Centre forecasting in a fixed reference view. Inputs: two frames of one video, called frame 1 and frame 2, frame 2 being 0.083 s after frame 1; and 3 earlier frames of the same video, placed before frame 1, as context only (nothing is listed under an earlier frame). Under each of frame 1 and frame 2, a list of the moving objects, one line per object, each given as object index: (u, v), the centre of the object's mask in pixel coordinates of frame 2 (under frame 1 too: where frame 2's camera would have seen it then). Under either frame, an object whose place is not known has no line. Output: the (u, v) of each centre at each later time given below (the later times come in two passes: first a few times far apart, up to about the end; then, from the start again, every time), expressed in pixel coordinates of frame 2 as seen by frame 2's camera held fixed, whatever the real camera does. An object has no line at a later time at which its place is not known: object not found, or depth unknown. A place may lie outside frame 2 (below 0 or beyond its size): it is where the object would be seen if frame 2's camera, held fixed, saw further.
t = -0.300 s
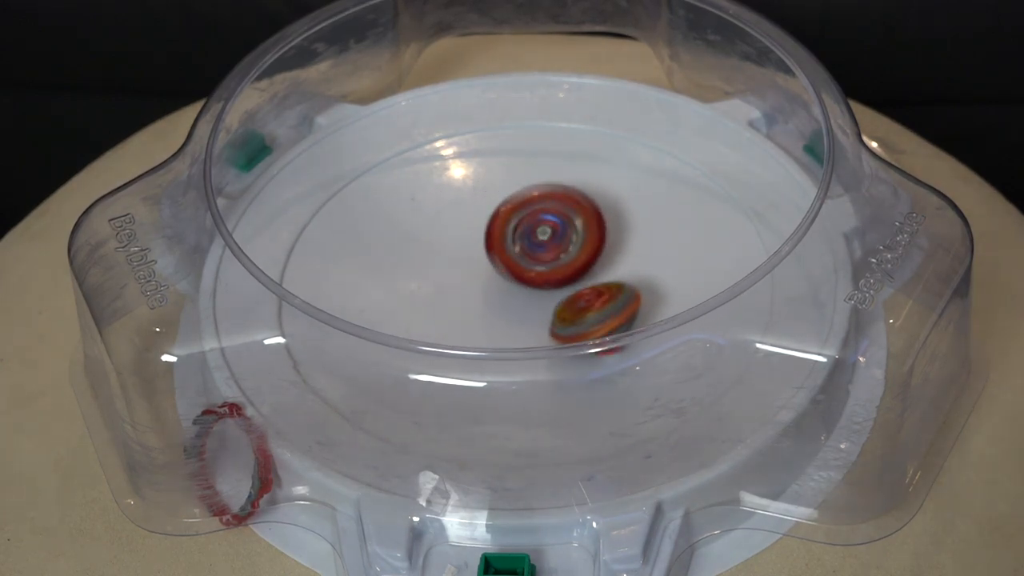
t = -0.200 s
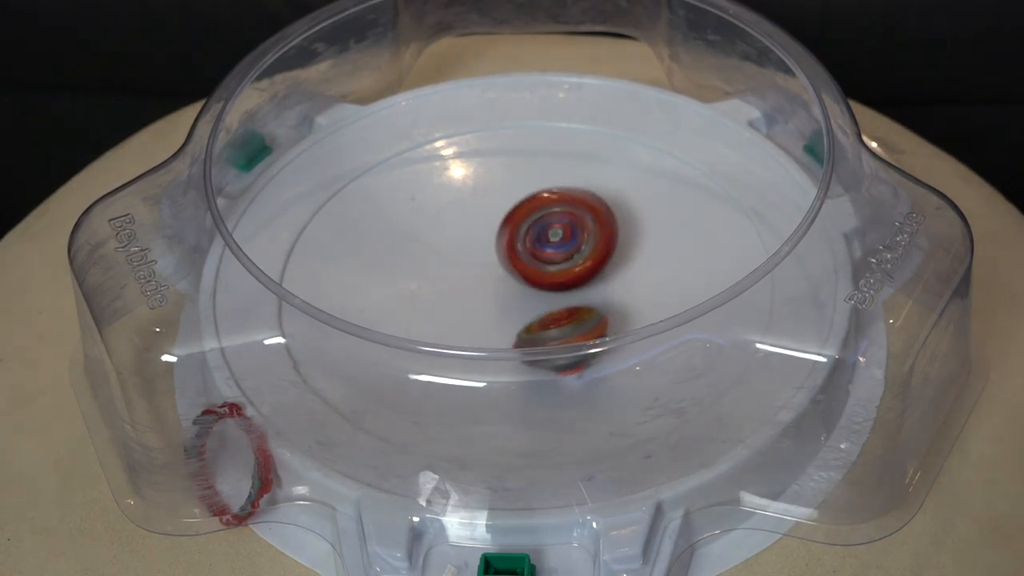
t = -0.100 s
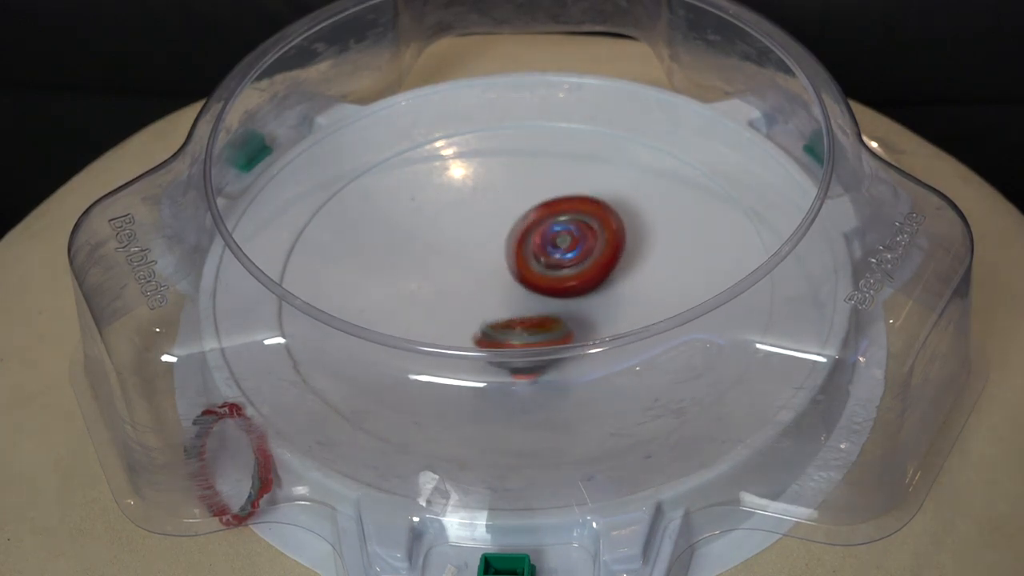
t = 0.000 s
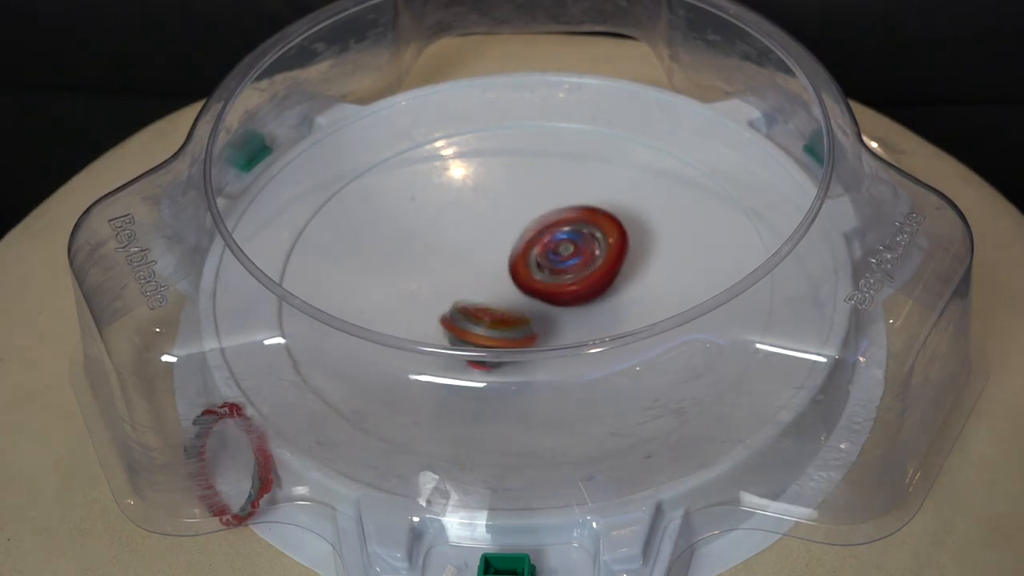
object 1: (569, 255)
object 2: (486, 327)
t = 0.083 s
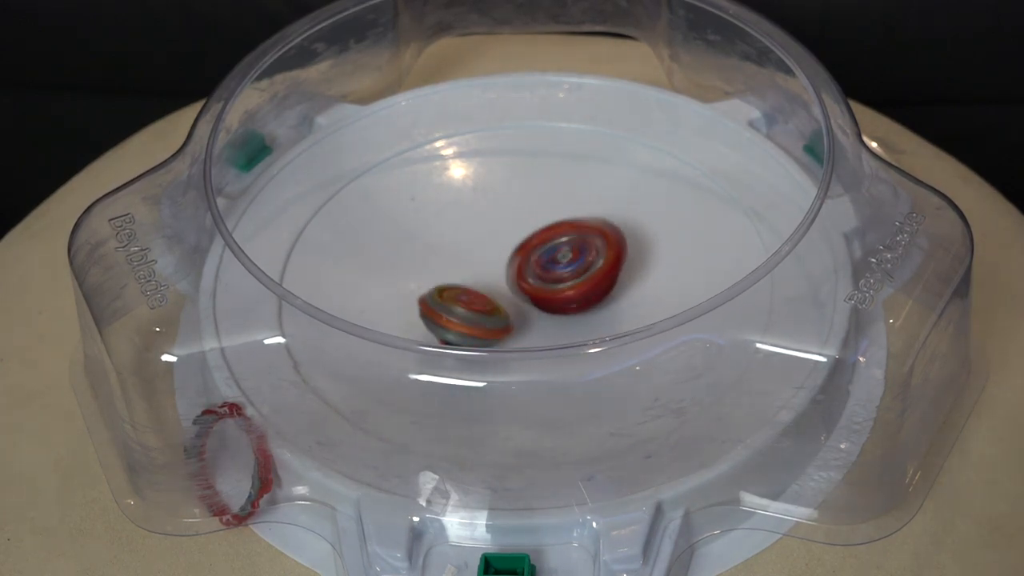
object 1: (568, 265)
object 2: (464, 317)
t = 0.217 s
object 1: (556, 277)
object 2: (446, 283)
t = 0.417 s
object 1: (531, 287)
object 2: (460, 228)
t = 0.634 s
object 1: (503, 281)
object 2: (525, 209)
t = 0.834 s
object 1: (490, 264)
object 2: (586, 233)
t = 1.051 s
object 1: (499, 246)
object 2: (592, 287)
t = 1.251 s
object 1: (518, 240)
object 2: (537, 322)
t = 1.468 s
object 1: (542, 237)
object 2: (459, 320)
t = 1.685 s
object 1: (553, 254)
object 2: (451, 271)
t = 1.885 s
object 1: (576, 284)
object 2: (454, 204)
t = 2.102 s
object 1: (554, 300)
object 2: (535, 218)
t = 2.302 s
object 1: (512, 304)
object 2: (592, 250)
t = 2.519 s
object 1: (475, 276)
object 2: (599, 293)
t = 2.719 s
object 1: (480, 227)
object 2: (558, 300)
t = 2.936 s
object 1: (528, 196)
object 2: (536, 281)
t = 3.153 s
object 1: (610, 223)
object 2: (484, 300)
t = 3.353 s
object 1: (640, 285)
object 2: (469, 292)
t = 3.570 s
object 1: (574, 339)
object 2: (506, 264)
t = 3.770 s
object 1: (468, 320)
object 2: (567, 214)
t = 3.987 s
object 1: (423, 256)
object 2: (550, 186)
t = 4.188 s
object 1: (448, 207)
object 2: (543, 187)
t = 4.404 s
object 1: (477, 210)
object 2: (593, 224)
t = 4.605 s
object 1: (472, 235)
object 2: (538, 301)
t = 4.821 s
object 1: (475, 241)
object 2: (503, 329)
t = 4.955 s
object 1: (467, 249)
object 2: (498, 331)
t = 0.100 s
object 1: (567, 266)
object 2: (459, 313)
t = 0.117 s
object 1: (565, 268)
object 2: (457, 309)
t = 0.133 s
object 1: (565, 270)
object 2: (453, 306)
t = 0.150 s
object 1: (563, 272)
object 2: (451, 301)
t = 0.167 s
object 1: (561, 273)
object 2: (450, 297)
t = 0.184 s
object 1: (559, 275)
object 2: (448, 293)
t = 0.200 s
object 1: (558, 276)
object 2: (446, 288)
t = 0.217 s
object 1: (556, 277)
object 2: (446, 283)
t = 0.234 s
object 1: (554, 279)
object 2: (446, 280)
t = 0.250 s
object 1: (553, 280)
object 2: (446, 274)
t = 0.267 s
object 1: (551, 281)
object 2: (446, 269)
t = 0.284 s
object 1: (548, 282)
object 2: (447, 265)
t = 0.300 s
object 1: (546, 283)
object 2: (448, 260)
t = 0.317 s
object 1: (544, 283)
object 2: (448, 255)
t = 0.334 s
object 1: (542, 284)
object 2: (449, 250)
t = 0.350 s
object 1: (540, 286)
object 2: (450, 246)
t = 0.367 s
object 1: (538, 287)
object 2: (452, 240)
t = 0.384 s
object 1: (535, 287)
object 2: (455, 236)
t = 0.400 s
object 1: (532, 288)
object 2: (457, 233)
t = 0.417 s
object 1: (531, 287)
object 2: (460, 228)
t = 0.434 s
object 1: (528, 287)
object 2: (464, 225)
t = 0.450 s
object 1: (526, 288)
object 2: (468, 223)
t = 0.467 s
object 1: (524, 287)
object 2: (471, 219)
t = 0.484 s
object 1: (522, 287)
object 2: (477, 217)
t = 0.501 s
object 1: (519, 287)
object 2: (480, 216)
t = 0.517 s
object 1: (517, 287)
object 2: (485, 212)
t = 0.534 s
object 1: (515, 286)
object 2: (491, 211)
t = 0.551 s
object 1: (513, 286)
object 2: (495, 211)
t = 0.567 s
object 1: (510, 285)
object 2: (500, 208)
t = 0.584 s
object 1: (508, 283)
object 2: (507, 208)
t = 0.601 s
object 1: (506, 284)
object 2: (511, 209)
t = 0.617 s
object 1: (505, 282)
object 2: (518, 208)
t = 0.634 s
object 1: (503, 281)
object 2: (525, 209)
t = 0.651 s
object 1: (501, 281)
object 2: (529, 210)
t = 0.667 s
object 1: (500, 278)
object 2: (535, 209)
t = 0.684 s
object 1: (499, 277)
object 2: (542, 211)
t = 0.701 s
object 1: (498, 275)
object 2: (548, 213)
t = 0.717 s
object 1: (496, 273)
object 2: (553, 214)
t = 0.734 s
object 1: (494, 272)
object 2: (558, 217)
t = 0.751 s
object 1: (493, 271)
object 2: (564, 219)
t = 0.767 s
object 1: (492, 269)
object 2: (568, 221)
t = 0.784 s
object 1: (492, 268)
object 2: (574, 224)
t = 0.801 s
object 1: (491, 267)
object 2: (578, 228)
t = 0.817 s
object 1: (490, 266)
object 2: (581, 230)
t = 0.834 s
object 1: (490, 264)
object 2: (586, 233)
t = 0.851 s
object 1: (490, 263)
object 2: (589, 237)
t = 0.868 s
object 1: (490, 261)
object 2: (590, 241)
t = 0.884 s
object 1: (490, 260)
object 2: (593, 244)
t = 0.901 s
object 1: (491, 258)
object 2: (595, 248)
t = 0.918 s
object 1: (491, 257)
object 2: (596, 253)
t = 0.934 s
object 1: (492, 255)
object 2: (598, 256)
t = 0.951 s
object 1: (493, 254)
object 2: (598, 261)
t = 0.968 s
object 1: (494, 252)
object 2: (598, 266)
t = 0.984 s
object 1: (494, 251)
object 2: (598, 269)
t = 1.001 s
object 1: (496, 250)
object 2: (596, 273)
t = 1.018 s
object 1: (497, 249)
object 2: (596, 280)
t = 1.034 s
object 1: (498, 248)
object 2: (595, 282)
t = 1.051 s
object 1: (499, 246)
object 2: (592, 287)
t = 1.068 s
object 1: (500, 245)
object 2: (591, 292)
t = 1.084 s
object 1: (501, 244)
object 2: (589, 296)
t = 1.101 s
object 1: (503, 244)
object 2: (584, 300)
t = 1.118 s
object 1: (503, 243)
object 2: (580, 305)
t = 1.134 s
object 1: (505, 242)
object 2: (577, 308)
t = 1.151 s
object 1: (507, 241)
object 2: (570, 311)
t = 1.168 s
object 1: (508, 241)
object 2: (566, 313)
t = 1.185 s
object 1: (510, 241)
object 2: (560, 316)
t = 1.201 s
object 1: (512, 240)
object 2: (554, 318)
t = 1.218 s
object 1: (513, 240)
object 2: (549, 318)
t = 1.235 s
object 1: (515, 240)
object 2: (543, 321)
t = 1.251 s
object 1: (518, 240)
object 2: (537, 322)
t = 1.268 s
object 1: (519, 240)
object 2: (531, 321)
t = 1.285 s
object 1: (522, 237)
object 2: (523, 326)
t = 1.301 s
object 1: (526, 236)
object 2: (518, 327)
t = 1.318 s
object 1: (528, 235)
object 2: (510, 327)
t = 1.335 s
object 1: (529, 235)
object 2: (503, 328)
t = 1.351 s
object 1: (532, 235)
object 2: (498, 329)
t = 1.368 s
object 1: (533, 235)
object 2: (489, 327)
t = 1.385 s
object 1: (534, 235)
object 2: (484, 327)
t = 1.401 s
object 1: (536, 235)
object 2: (478, 327)
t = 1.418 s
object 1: (538, 235)
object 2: (471, 324)
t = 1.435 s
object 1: (539, 236)
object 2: (468, 323)
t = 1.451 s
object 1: (541, 237)
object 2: (462, 321)
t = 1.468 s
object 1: (542, 237)
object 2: (459, 320)
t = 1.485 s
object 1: (544, 238)
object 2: (456, 316)
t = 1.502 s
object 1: (546, 239)
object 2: (452, 314)
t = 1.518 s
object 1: (546, 240)
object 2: (450, 312)
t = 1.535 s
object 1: (548, 241)
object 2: (447, 307)
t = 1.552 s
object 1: (549, 242)
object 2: (446, 303)
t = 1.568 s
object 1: (549, 244)
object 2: (445, 300)
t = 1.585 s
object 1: (550, 245)
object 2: (444, 295)
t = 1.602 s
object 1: (551, 246)
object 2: (445, 290)
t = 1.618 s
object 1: (551, 248)
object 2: (444, 287)
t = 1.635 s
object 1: (553, 249)
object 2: (445, 283)
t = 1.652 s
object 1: (552, 251)
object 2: (446, 278)
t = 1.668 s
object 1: (552, 252)
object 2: (448, 274)
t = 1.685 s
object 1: (553, 254)
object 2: (451, 271)
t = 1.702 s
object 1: (553, 256)
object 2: (453, 267)
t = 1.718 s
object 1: (558, 258)
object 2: (450, 262)
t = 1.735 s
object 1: (563, 265)
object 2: (445, 253)
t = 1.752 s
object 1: (568, 267)
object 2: (442, 243)
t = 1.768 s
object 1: (572, 270)
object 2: (439, 237)
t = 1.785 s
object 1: (574, 273)
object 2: (438, 229)
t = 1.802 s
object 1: (575, 276)
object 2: (438, 224)
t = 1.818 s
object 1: (576, 278)
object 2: (438, 219)
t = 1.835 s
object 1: (575, 280)
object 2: (441, 213)
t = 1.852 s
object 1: (576, 281)
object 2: (444, 209)
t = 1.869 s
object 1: (576, 282)
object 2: (449, 207)
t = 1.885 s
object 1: (576, 284)
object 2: (454, 204)
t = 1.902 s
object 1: (576, 286)
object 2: (460, 203)
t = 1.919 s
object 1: (574, 288)
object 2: (465, 201)
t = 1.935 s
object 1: (574, 289)
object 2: (471, 201)
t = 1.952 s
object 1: (572, 291)
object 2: (478, 201)
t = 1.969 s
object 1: (571, 293)
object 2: (484, 201)
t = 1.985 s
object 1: (569, 294)
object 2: (490, 201)
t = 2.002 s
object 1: (567, 295)
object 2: (497, 202)
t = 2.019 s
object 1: (566, 296)
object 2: (504, 203)
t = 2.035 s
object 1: (563, 297)
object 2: (510, 206)
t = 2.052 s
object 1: (561, 298)
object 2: (517, 208)
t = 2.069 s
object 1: (559, 299)
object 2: (522, 211)
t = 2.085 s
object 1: (555, 300)
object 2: (529, 214)
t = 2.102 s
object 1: (554, 300)
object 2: (535, 218)
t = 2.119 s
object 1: (551, 301)
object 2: (540, 221)
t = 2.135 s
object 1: (548, 300)
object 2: (545, 224)
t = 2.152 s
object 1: (545, 301)
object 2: (550, 228)
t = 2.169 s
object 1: (542, 301)
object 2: (555, 229)
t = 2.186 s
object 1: (537, 302)
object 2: (561, 231)
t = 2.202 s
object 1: (531, 305)
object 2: (568, 233)
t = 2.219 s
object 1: (528, 307)
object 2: (574, 236)
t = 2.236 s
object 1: (523, 307)
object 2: (579, 235)
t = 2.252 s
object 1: (519, 307)
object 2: (584, 238)
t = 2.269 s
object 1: (516, 306)
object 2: (587, 241)
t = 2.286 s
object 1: (514, 306)
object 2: (591, 246)
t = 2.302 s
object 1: (512, 304)
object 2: (592, 250)
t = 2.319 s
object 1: (509, 303)
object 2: (594, 253)
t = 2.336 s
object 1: (507, 302)
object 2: (593, 257)
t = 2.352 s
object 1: (505, 300)
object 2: (595, 262)
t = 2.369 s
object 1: (501, 299)
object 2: (594, 266)
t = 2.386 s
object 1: (498, 297)
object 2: (597, 268)
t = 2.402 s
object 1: (493, 295)
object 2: (595, 273)
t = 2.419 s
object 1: (492, 293)
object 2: (597, 276)
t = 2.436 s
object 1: (487, 291)
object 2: (598, 281)
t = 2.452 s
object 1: (484, 288)
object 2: (602, 283)
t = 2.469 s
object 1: (479, 286)
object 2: (602, 285)
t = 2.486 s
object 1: (477, 283)
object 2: (602, 287)
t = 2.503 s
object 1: (475, 279)
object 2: (602, 290)
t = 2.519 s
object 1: (475, 276)
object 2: (599, 293)
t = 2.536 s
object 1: (473, 272)
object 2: (597, 294)
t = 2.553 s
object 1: (473, 269)
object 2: (591, 296)
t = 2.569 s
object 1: (473, 265)
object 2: (588, 296)
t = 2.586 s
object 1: (474, 261)
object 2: (581, 299)
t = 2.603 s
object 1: (474, 257)
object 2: (576, 300)
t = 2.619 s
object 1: (475, 254)
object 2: (571, 301)
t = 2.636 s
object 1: (474, 248)
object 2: (571, 301)
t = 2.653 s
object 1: (474, 243)
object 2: (570, 301)
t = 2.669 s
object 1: (475, 239)
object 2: (567, 303)
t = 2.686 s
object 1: (475, 234)
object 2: (566, 304)
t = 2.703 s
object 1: (477, 230)
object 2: (562, 302)
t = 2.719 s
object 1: (480, 227)
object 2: (558, 300)
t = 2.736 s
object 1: (482, 223)
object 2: (555, 298)
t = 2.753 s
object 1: (485, 219)
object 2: (551, 297)
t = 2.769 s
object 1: (488, 218)
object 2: (549, 296)
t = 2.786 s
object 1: (491, 214)
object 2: (546, 293)
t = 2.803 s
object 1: (494, 211)
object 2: (544, 290)
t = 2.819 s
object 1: (498, 209)
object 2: (542, 288)
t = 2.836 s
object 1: (501, 207)
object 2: (541, 285)
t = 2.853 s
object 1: (504, 206)
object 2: (541, 283)
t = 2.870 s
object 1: (507, 203)
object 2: (539, 282)
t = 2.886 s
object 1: (512, 200)
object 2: (538, 282)
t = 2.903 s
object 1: (518, 198)
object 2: (536, 281)
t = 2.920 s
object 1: (522, 197)
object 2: (535, 280)
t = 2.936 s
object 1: (528, 196)
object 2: (536, 281)
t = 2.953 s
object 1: (533, 197)
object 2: (536, 281)
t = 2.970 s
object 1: (538, 196)
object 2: (535, 281)
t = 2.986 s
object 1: (543, 196)
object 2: (534, 280)
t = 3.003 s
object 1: (548, 199)
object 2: (534, 279)
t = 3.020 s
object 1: (551, 200)
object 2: (534, 279)
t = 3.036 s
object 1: (558, 202)
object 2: (530, 279)
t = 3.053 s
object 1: (563, 204)
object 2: (526, 280)
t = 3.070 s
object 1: (571, 208)
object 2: (522, 281)
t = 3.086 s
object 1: (578, 212)
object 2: (512, 285)
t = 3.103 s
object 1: (588, 212)
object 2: (505, 289)
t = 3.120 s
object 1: (597, 215)
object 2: (498, 294)
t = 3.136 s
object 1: (603, 220)
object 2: (490, 298)
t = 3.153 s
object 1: (610, 223)
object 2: (484, 300)
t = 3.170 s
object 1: (615, 227)
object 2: (481, 302)
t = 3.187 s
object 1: (621, 231)
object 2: (476, 302)
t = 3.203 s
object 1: (624, 237)
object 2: (473, 303)
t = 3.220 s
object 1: (629, 242)
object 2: (471, 303)
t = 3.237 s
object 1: (632, 248)
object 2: (469, 302)
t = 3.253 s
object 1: (636, 254)
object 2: (467, 300)
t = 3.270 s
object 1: (639, 259)
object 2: (466, 299)
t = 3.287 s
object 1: (641, 265)
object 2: (467, 298)
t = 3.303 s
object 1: (643, 270)
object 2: (466, 296)
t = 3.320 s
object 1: (642, 276)
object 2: (466, 294)
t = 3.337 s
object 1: (642, 281)
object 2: (467, 293)
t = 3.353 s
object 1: (640, 285)
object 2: (469, 292)
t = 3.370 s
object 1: (639, 289)
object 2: (469, 289)
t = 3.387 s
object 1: (636, 292)
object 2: (470, 287)
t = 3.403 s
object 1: (634, 297)
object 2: (472, 286)
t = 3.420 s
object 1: (630, 300)
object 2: (473, 285)
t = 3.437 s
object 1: (626, 303)
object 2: (475, 283)
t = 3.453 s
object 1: (622, 307)
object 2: (477, 282)
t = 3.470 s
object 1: (615, 310)
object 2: (481, 280)
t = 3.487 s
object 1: (612, 322)
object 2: (484, 277)
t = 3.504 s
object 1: (605, 326)
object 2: (487, 275)
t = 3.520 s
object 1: (599, 330)
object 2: (492, 272)
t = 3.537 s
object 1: (591, 334)
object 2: (496, 269)
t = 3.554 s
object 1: (582, 337)
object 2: (501, 267)
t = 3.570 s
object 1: (574, 339)
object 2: (506, 264)
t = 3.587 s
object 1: (564, 341)
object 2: (511, 261)
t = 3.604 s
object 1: (556, 341)
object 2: (517, 257)
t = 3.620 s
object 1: (547, 342)
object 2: (524, 254)
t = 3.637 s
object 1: (538, 342)
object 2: (530, 250)
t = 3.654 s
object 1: (527, 342)
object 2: (536, 246)
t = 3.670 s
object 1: (517, 341)
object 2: (542, 241)
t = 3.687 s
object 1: (509, 339)
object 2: (548, 237)
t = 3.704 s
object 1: (502, 337)
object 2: (553, 232)
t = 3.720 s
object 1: (492, 326)
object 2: (557, 228)
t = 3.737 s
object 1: (484, 324)
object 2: (561, 223)
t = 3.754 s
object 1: (475, 322)
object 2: (565, 218)
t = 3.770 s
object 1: (468, 320)
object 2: (567, 214)
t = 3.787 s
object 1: (461, 317)
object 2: (569, 210)
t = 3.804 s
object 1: (456, 314)
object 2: (570, 206)
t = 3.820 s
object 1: (451, 310)
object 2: (570, 203)
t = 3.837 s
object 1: (445, 307)
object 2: (569, 200)
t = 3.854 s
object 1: (440, 303)
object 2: (567, 197)
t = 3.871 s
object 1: (436, 298)
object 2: (565, 194)
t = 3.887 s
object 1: (433, 292)
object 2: (563, 192)
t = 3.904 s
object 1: (430, 286)
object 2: (561, 190)
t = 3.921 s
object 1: (426, 280)
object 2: (558, 189)
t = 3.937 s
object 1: (424, 274)
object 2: (556, 188)
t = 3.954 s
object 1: (424, 268)
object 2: (554, 187)
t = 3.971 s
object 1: (422, 262)
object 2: (552, 186)
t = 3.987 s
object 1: (423, 256)
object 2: (550, 186)
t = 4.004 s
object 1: (423, 251)
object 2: (548, 186)
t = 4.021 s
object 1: (424, 245)
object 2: (546, 186)
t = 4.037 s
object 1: (426, 239)
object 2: (544, 186)
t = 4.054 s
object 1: (427, 233)
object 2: (543, 186)
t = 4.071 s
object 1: (430, 227)
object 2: (542, 186)
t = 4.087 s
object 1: (433, 223)
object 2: (540, 186)
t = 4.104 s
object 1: (436, 221)
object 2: (538, 187)
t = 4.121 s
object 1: (440, 217)
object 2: (537, 187)
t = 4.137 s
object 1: (443, 213)
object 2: (536, 187)
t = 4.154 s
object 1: (445, 208)
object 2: (538, 187)
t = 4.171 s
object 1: (446, 206)
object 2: (540, 186)
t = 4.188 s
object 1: (448, 207)
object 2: (543, 187)
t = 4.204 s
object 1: (450, 207)
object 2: (545, 187)
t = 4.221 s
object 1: (452, 206)
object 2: (548, 187)
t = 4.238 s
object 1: (455, 206)
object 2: (551, 188)
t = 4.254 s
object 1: (459, 206)
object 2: (553, 189)
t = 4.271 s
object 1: (462, 209)
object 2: (556, 190)
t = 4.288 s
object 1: (465, 209)
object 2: (559, 192)
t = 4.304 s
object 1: (470, 207)
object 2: (562, 193)
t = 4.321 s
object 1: (473, 209)
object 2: (565, 196)
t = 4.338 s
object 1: (473, 210)
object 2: (573, 199)
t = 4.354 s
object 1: (474, 208)
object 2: (582, 205)
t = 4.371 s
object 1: (474, 208)
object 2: (588, 210)
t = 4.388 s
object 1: (475, 210)
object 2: (591, 217)
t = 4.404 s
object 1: (477, 210)
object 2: (593, 224)
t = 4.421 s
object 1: (476, 213)
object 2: (592, 232)
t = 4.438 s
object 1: (477, 215)
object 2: (590, 240)
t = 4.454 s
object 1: (476, 217)
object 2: (586, 249)
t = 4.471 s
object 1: (475, 220)
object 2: (581, 256)
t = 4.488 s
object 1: (476, 223)
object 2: (575, 263)
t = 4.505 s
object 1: (478, 226)
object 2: (567, 268)
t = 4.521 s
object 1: (478, 228)
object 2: (559, 273)
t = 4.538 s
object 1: (476, 231)
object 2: (553, 278)
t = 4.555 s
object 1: (474, 232)
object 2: (550, 285)
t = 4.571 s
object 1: (473, 233)
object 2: (545, 291)
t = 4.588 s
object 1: (472, 235)
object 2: (542, 296)
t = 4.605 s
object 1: (472, 235)
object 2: (538, 301)
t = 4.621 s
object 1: (471, 236)
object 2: (534, 304)
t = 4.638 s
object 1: (471, 238)
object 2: (530, 307)
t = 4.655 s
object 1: (470, 238)
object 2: (526, 309)
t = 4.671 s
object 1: (468, 238)
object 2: (524, 311)
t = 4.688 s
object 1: (469, 239)
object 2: (521, 313)
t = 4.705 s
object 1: (467, 238)
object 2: (519, 315)
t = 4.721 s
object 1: (467, 239)
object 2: (516, 316)
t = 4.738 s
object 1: (469, 239)
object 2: (514, 317)
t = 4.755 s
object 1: (469, 238)
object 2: (511, 318)
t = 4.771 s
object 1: (471, 239)
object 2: (509, 319)
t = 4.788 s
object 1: (473, 240)
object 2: (508, 328)
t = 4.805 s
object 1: (474, 240)
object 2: (506, 329)
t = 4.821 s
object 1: (475, 241)
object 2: (503, 329)
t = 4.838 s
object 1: (476, 242)
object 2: (501, 330)
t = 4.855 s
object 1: (475, 243)
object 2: (500, 331)
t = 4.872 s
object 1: (474, 245)
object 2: (499, 332)
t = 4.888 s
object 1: (471, 245)
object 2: (498, 331)
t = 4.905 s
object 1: (470, 248)
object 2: (497, 332)
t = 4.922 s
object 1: (468, 248)
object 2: (497, 331)
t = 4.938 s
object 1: (466, 248)
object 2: (497, 331)
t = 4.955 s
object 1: (467, 249)
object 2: (498, 331)
